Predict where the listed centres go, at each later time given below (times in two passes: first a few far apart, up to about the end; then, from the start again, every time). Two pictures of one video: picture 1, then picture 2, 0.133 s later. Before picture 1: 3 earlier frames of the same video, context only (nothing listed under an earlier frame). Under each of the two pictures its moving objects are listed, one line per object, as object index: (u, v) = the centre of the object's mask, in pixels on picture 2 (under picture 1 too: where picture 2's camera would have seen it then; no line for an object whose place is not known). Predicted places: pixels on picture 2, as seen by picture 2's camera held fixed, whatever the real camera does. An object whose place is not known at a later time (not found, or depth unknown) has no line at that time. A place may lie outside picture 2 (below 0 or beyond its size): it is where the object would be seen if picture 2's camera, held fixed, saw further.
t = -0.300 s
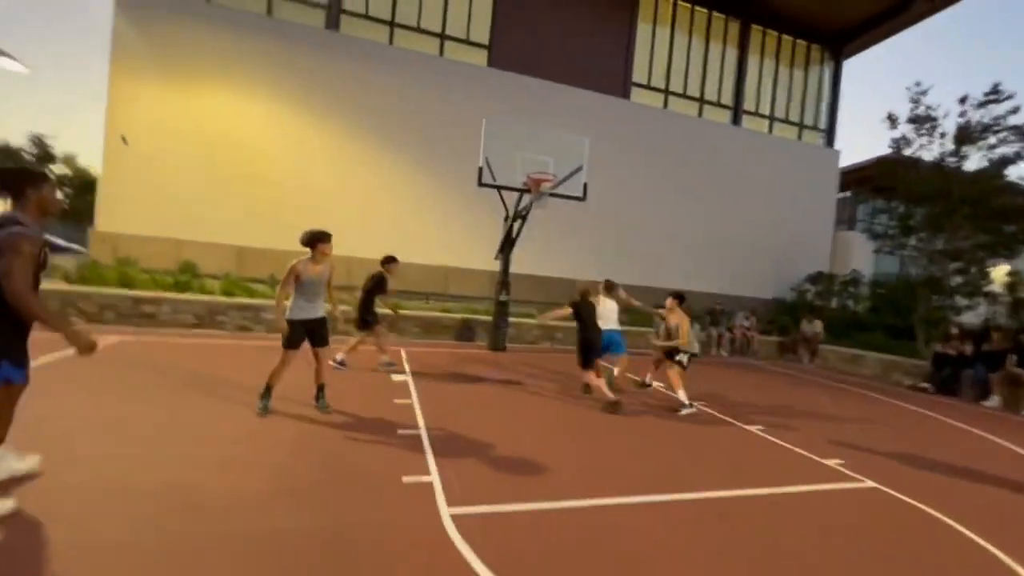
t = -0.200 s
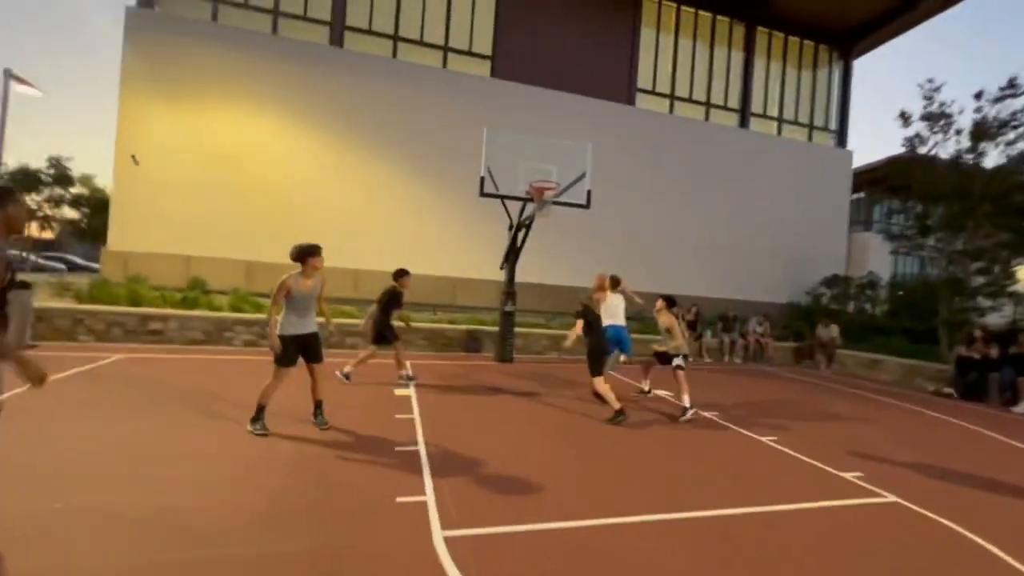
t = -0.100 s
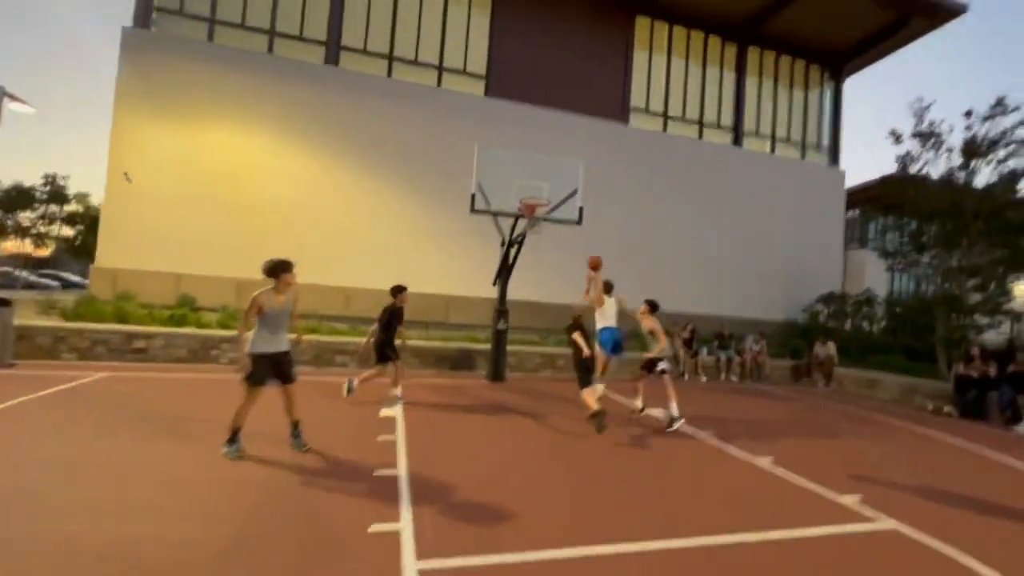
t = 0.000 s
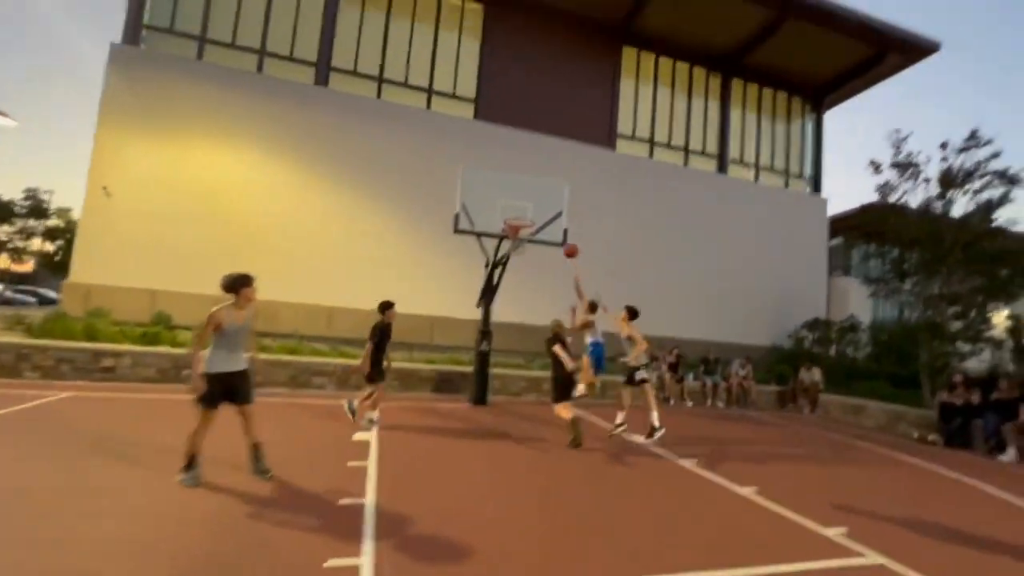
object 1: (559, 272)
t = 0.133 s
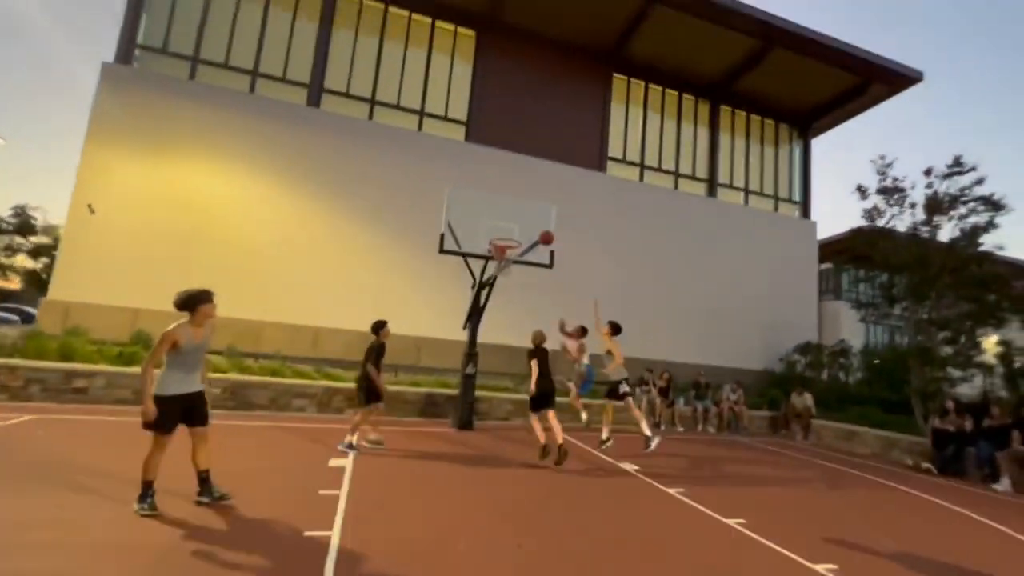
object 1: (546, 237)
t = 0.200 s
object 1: (538, 225)
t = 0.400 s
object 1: (524, 207)
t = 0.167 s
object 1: (542, 231)
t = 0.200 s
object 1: (538, 225)
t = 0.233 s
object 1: (534, 220)
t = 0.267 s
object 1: (531, 216)
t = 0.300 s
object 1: (530, 213)
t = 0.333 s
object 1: (528, 211)
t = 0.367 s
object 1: (526, 208)
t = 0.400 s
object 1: (524, 207)
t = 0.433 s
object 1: (522, 206)
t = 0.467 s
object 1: (520, 206)
